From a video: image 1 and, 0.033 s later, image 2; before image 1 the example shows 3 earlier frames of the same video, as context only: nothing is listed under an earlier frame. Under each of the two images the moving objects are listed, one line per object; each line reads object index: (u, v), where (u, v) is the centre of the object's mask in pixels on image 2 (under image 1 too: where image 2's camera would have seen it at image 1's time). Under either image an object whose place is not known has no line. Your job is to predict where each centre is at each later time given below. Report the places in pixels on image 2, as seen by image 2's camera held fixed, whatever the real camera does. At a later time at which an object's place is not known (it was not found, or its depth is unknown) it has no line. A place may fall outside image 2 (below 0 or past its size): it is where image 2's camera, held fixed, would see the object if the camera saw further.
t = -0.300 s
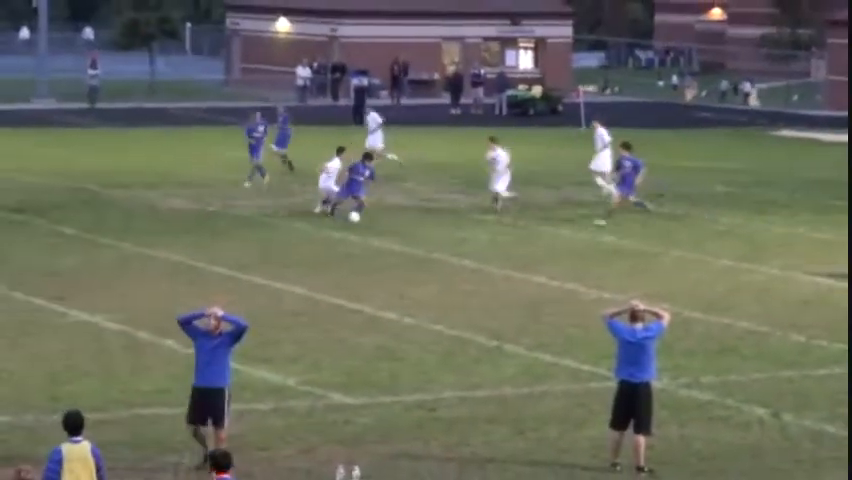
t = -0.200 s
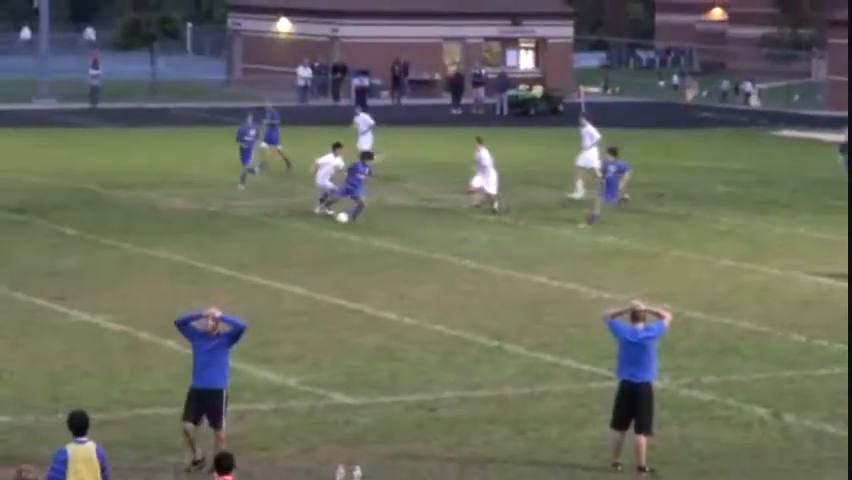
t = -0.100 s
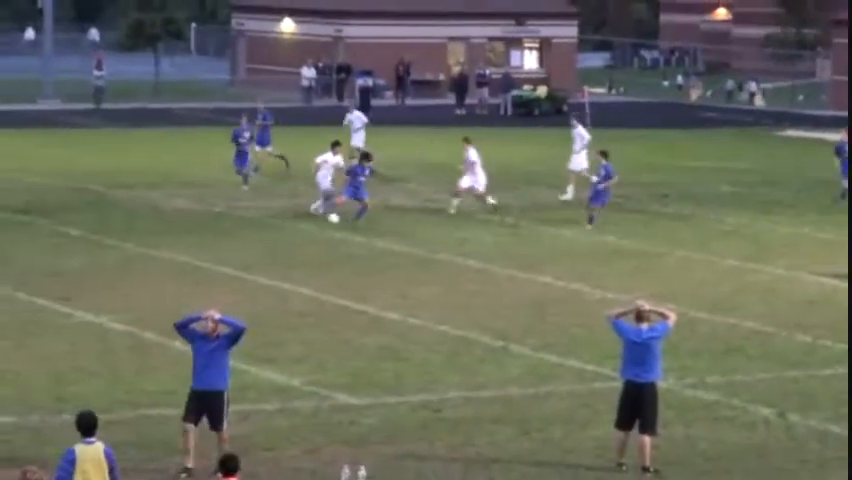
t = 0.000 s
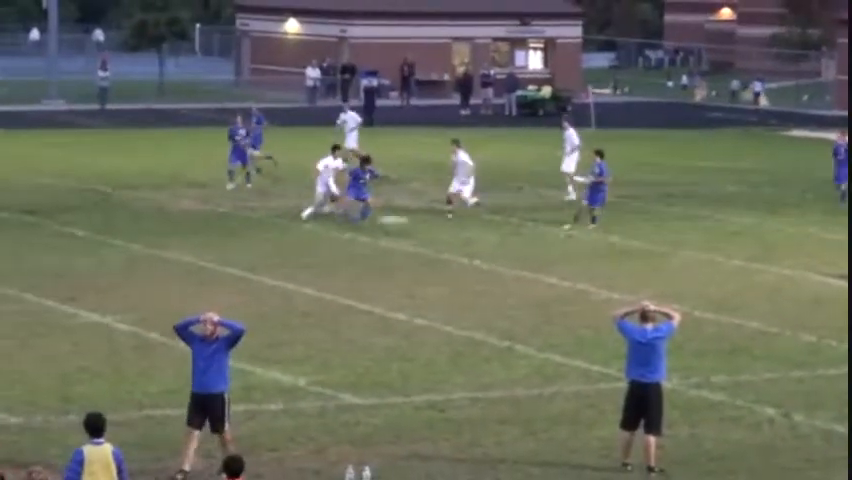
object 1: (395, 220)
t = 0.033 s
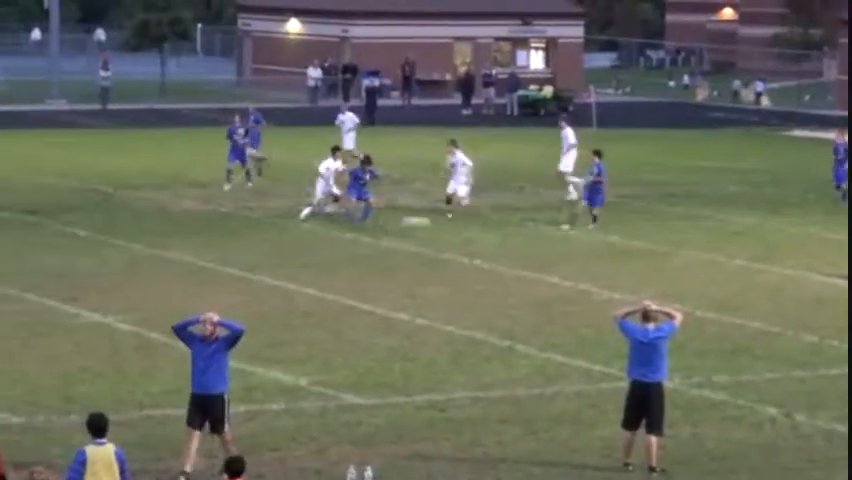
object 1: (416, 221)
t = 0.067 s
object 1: (441, 223)
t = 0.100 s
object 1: (464, 225)
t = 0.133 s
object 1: (487, 229)
